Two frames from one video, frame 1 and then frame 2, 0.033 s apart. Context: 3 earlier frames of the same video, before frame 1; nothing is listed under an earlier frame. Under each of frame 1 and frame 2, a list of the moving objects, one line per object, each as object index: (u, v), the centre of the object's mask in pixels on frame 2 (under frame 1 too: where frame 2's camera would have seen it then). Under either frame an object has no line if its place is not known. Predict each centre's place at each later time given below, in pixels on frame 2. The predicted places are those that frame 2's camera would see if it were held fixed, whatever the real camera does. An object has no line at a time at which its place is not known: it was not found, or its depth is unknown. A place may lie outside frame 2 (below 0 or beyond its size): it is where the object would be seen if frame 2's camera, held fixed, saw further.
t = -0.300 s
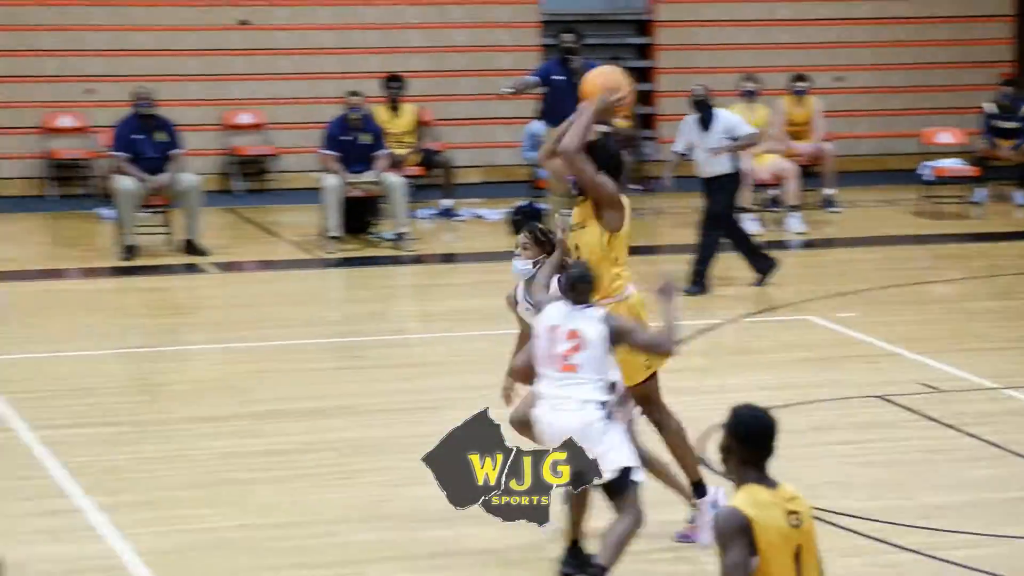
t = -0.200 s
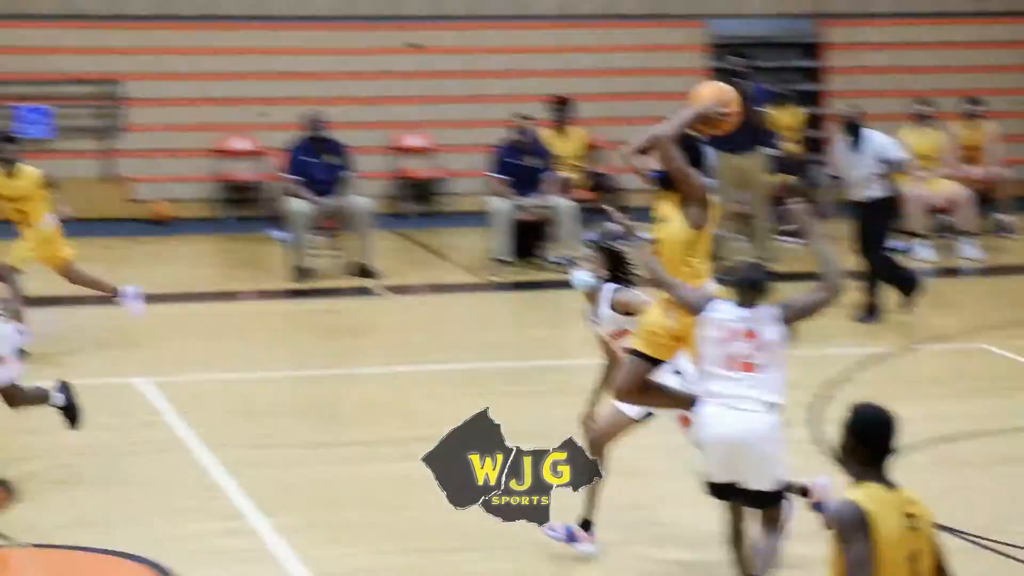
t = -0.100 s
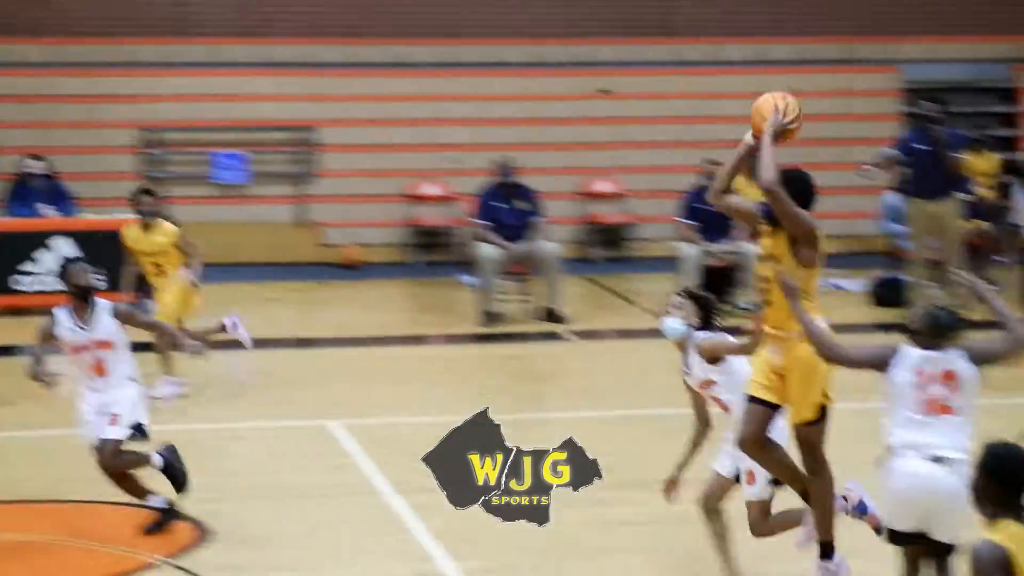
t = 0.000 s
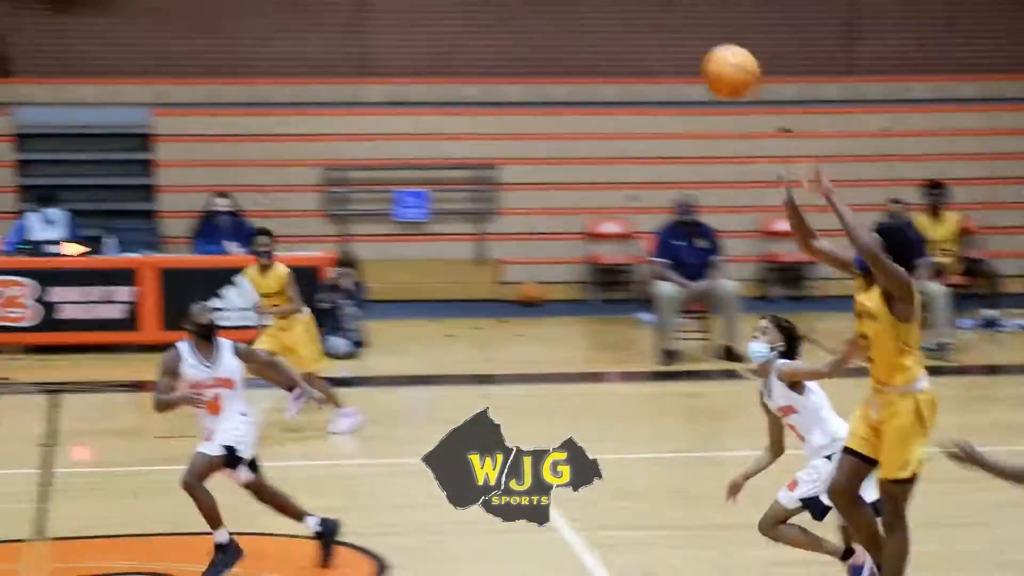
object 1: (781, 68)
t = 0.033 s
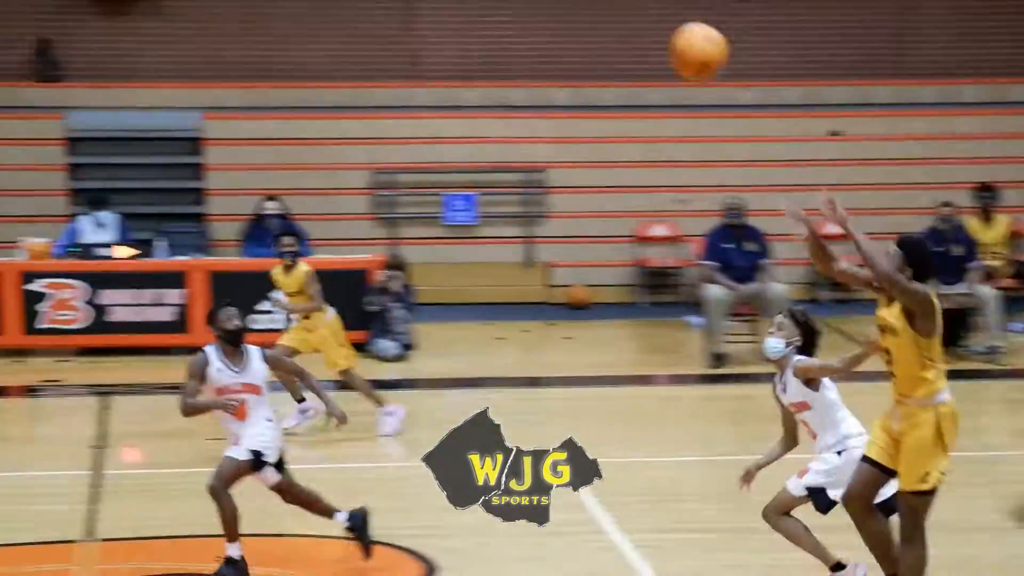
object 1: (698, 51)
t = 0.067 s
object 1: (614, 33)
